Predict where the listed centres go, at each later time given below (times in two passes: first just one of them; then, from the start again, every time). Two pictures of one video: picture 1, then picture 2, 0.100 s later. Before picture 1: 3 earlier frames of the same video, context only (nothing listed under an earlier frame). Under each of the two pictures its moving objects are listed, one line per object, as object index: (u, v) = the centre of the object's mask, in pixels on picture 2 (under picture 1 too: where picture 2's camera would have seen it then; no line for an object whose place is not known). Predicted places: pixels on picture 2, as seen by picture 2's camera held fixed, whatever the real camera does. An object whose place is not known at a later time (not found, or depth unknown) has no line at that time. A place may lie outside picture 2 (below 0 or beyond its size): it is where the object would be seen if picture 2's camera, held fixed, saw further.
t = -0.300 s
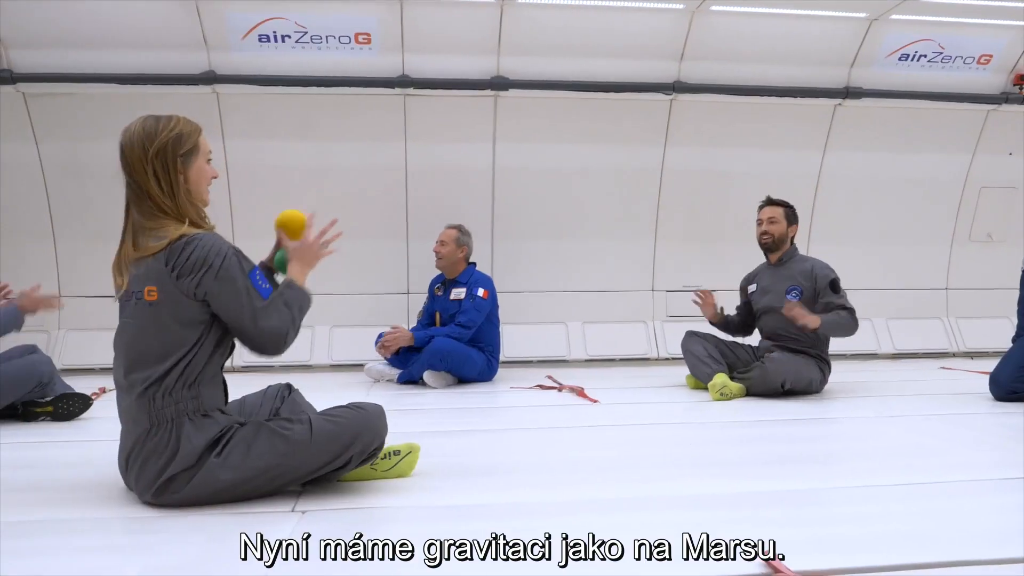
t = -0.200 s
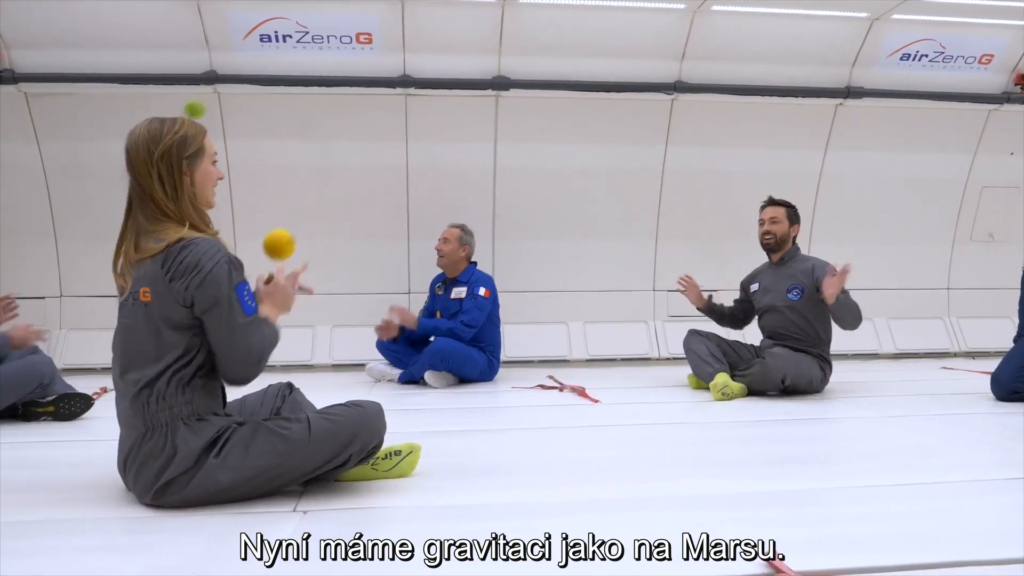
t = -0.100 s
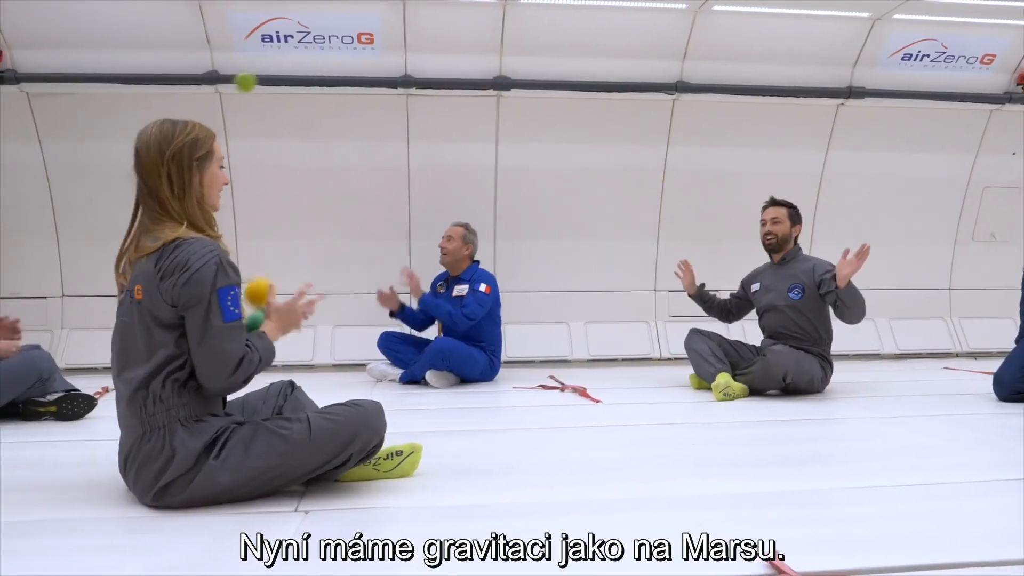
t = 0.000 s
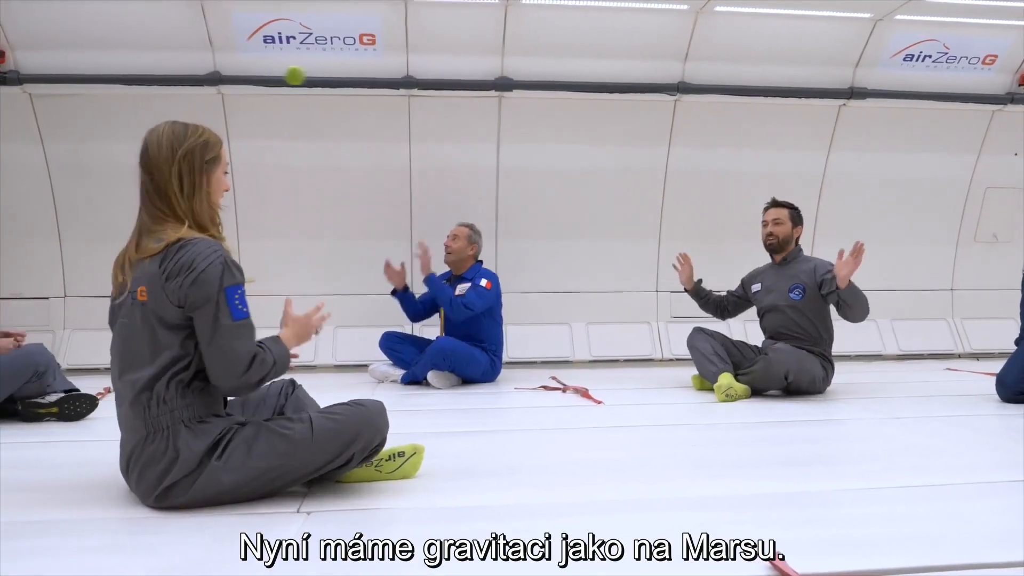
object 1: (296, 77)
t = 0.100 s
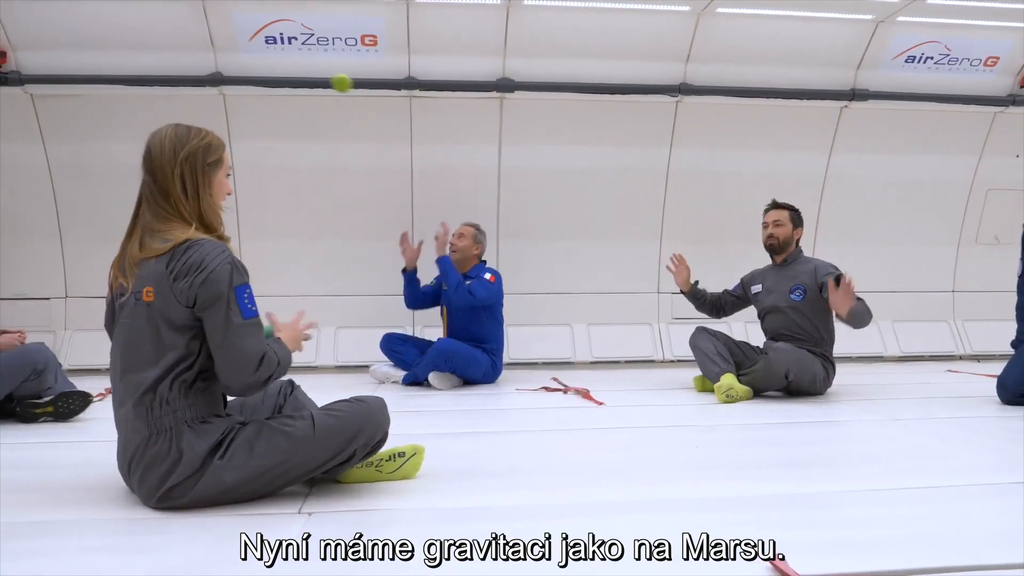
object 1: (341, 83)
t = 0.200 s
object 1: (385, 104)
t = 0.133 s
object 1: (356, 88)
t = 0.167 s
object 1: (371, 95)
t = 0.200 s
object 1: (385, 104)
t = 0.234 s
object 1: (399, 115)
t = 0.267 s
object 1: (413, 127)
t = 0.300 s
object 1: (426, 139)
